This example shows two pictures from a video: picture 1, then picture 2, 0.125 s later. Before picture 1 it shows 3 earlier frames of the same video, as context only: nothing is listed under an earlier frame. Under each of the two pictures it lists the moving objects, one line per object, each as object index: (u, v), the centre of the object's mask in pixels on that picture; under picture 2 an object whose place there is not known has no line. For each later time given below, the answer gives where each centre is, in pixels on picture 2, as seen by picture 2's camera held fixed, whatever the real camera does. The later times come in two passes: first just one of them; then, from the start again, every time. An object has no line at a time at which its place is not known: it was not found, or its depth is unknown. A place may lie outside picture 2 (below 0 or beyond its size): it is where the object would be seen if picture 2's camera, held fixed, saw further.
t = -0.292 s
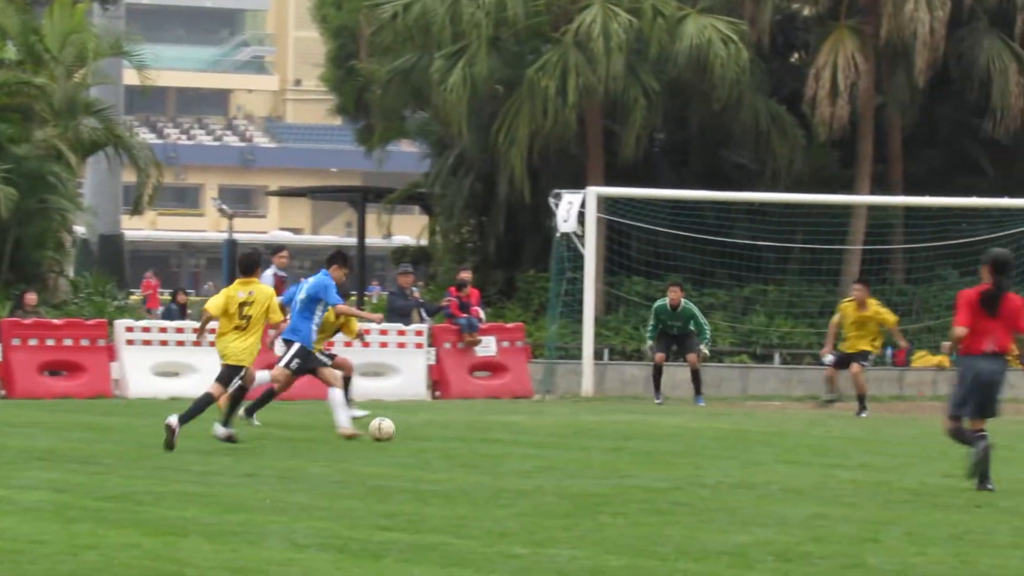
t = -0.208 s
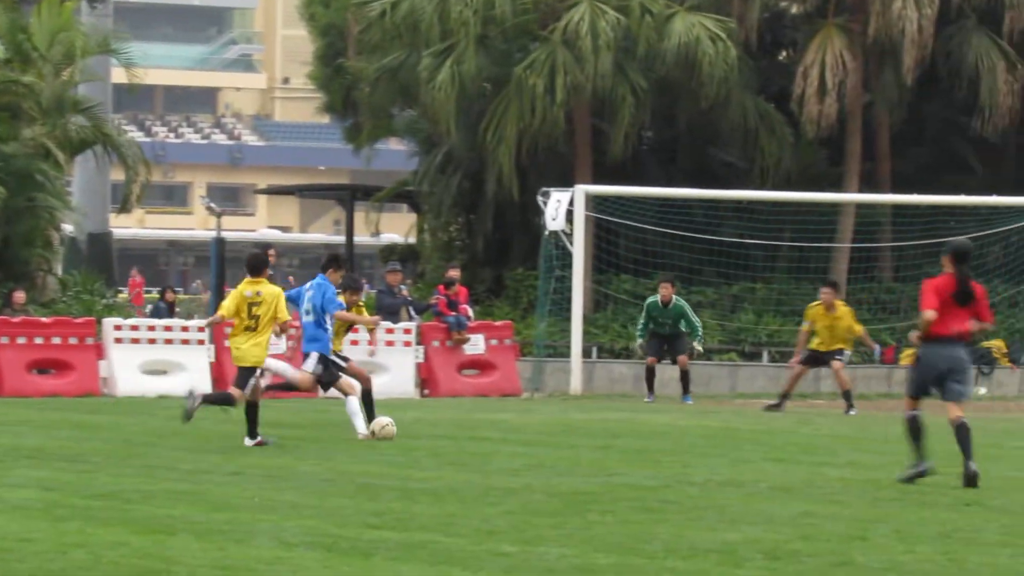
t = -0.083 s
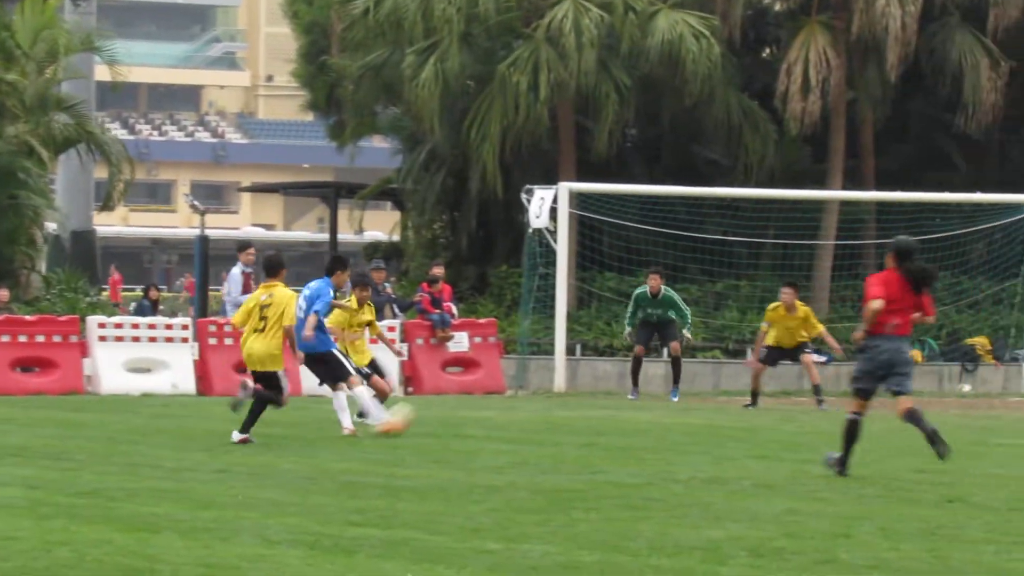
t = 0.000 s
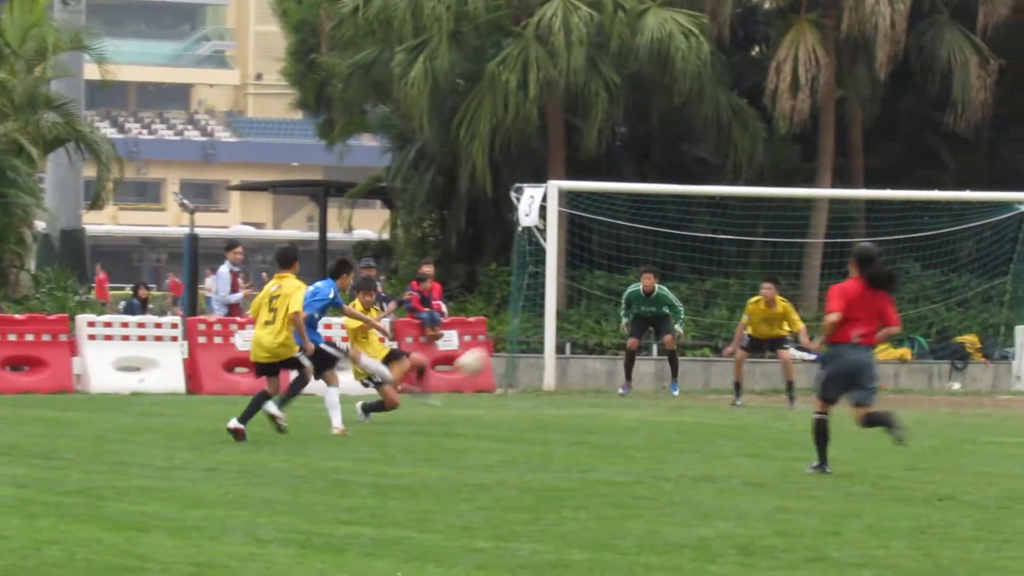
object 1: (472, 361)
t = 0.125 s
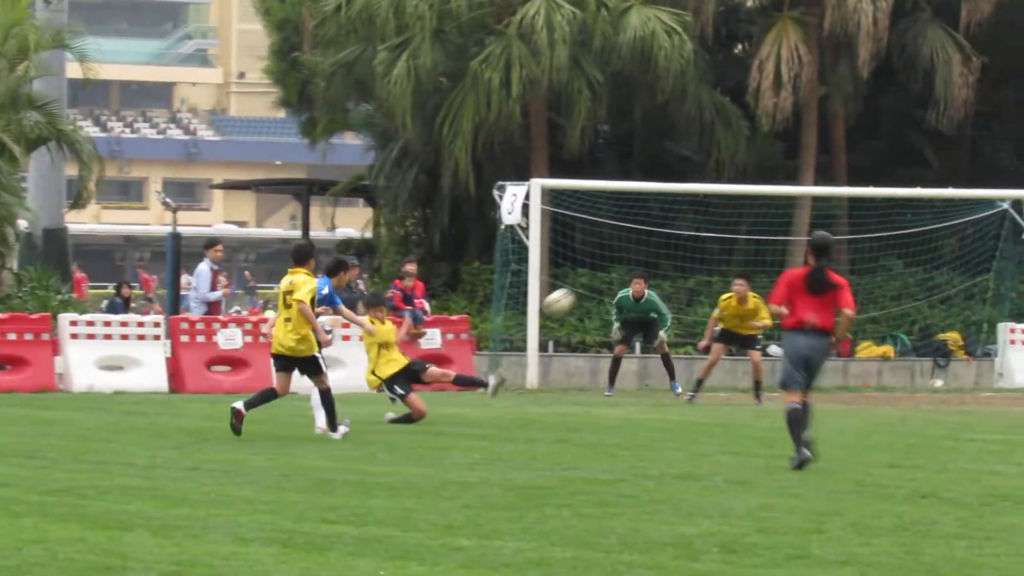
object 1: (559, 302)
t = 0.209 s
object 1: (616, 275)
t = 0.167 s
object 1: (589, 287)
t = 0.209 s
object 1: (616, 275)
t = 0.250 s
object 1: (641, 266)
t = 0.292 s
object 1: (664, 259)
